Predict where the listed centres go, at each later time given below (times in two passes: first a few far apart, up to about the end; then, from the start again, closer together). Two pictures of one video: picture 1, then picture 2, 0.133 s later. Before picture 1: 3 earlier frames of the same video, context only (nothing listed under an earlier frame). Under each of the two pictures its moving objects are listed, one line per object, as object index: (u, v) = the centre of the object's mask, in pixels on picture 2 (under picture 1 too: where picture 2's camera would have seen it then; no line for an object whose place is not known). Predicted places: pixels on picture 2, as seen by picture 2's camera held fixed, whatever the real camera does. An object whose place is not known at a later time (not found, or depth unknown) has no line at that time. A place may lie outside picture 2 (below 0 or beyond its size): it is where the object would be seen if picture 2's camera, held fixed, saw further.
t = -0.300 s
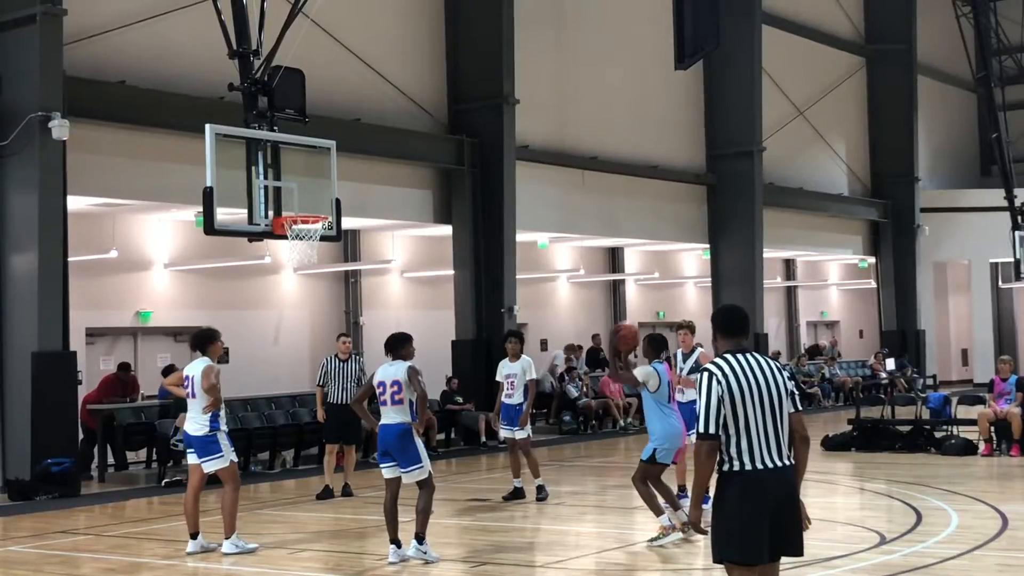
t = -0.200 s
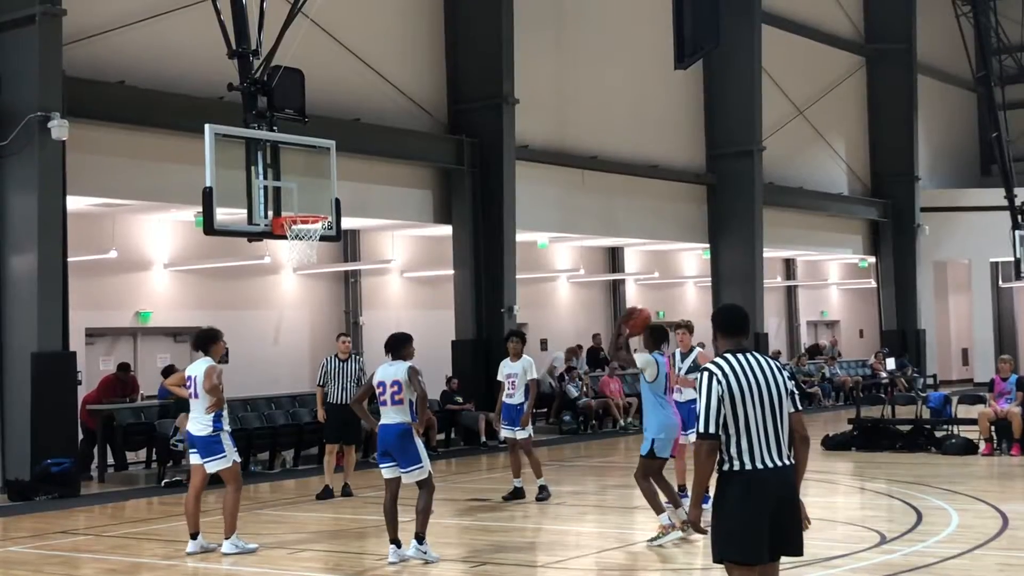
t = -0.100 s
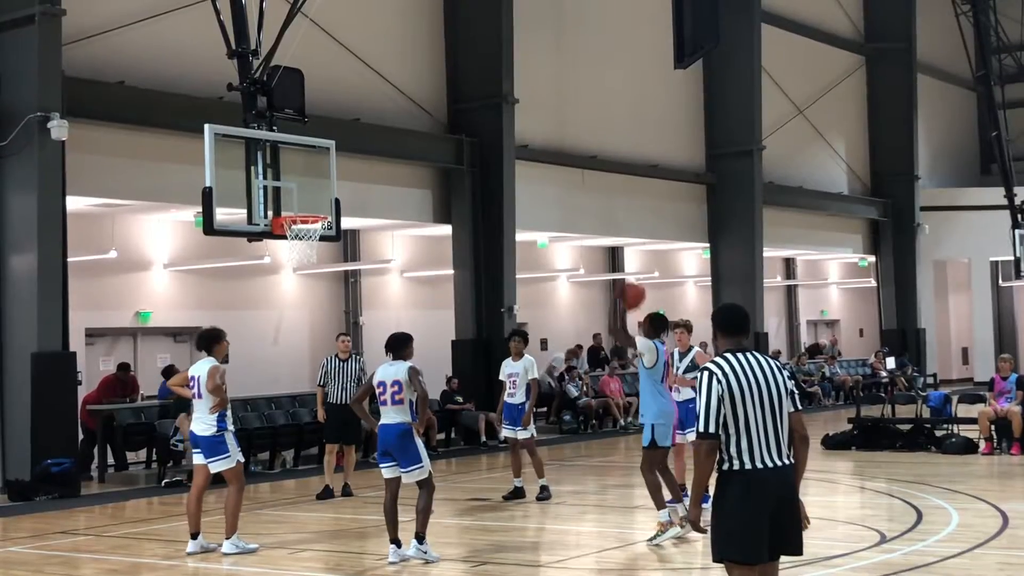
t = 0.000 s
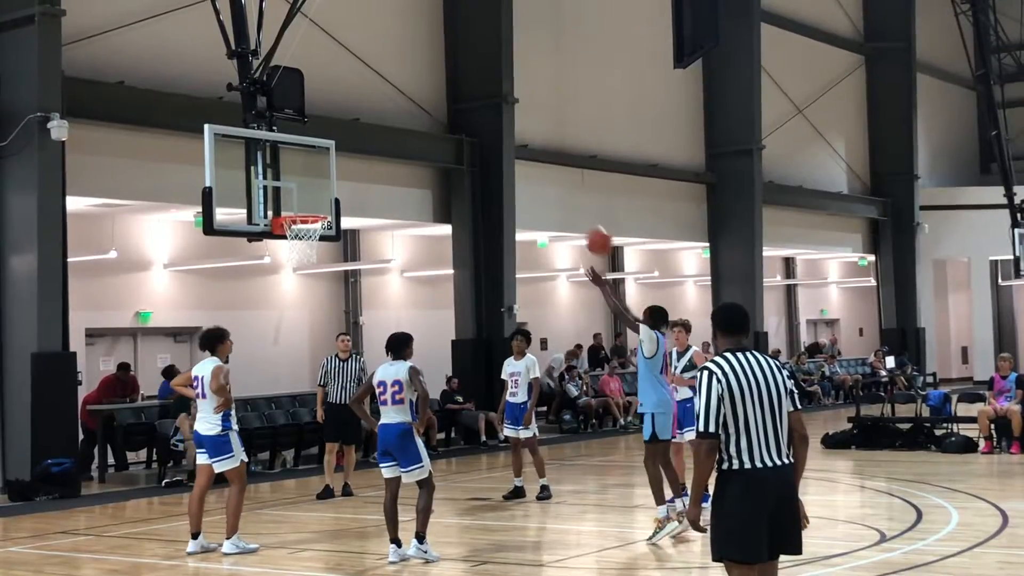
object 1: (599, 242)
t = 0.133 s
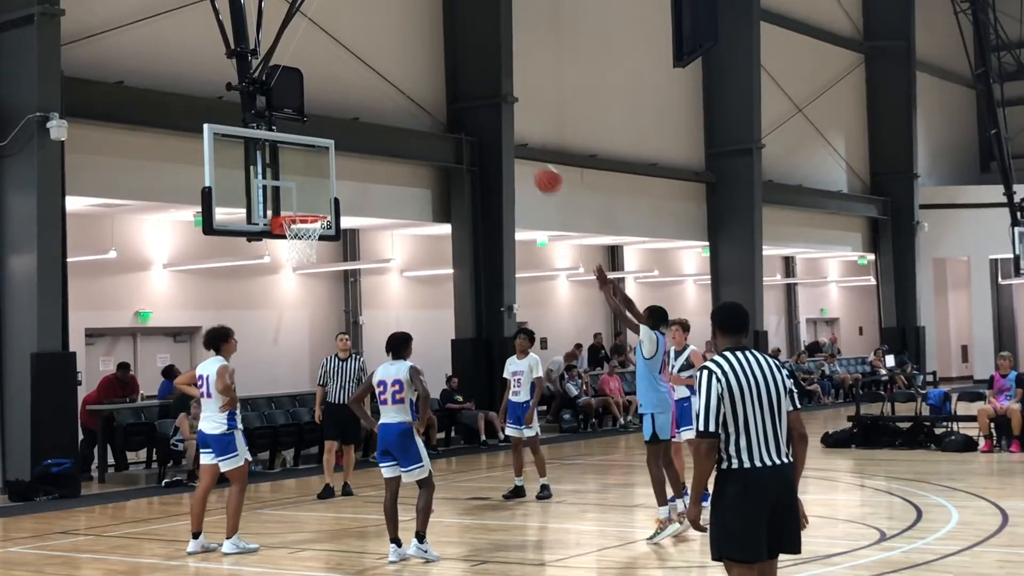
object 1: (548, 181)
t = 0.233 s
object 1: (512, 149)
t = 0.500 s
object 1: (429, 121)
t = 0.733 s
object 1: (364, 154)
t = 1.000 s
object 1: (308, 201)
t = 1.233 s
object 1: (305, 207)
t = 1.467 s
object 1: (306, 223)
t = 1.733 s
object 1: (289, 251)
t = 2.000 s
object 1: (286, 317)
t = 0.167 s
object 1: (535, 168)
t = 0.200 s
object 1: (524, 158)
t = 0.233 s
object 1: (512, 149)
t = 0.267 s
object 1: (501, 141)
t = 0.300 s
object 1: (490, 135)
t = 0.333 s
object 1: (479, 130)
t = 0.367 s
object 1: (469, 126)
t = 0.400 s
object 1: (458, 123)
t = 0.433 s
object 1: (448, 121)
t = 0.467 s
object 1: (438, 120)
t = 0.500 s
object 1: (429, 121)
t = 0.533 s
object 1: (418, 123)
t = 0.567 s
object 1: (409, 125)
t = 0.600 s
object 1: (399, 129)
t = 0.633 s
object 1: (390, 134)
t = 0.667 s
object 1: (382, 140)
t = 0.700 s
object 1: (373, 146)
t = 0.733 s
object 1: (364, 154)
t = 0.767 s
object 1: (355, 163)
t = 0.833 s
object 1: (338, 184)
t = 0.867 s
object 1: (330, 195)
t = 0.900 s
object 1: (322, 206)
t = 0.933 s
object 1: (318, 203)
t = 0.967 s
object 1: (313, 202)
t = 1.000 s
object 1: (308, 201)
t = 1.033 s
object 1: (303, 201)
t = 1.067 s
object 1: (299, 202)
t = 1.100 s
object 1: (294, 204)
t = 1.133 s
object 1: (291, 206)
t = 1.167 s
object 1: (295, 205)
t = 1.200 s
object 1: (300, 206)
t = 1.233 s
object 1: (305, 207)
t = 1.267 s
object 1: (310, 209)
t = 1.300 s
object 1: (312, 210)
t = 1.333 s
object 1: (312, 214)
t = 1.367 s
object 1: (313, 216)
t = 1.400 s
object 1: (311, 217)
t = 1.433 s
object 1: (309, 220)
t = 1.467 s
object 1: (306, 223)
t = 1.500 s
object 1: (303, 225)
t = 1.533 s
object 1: (300, 227)
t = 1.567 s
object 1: (296, 232)
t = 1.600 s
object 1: (292, 235)
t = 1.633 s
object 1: (290, 238)
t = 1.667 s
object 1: (290, 244)
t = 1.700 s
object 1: (289, 246)
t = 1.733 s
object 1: (289, 251)
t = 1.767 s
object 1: (288, 254)
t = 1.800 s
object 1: (287, 261)
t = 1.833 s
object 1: (287, 268)
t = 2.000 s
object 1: (286, 317)
